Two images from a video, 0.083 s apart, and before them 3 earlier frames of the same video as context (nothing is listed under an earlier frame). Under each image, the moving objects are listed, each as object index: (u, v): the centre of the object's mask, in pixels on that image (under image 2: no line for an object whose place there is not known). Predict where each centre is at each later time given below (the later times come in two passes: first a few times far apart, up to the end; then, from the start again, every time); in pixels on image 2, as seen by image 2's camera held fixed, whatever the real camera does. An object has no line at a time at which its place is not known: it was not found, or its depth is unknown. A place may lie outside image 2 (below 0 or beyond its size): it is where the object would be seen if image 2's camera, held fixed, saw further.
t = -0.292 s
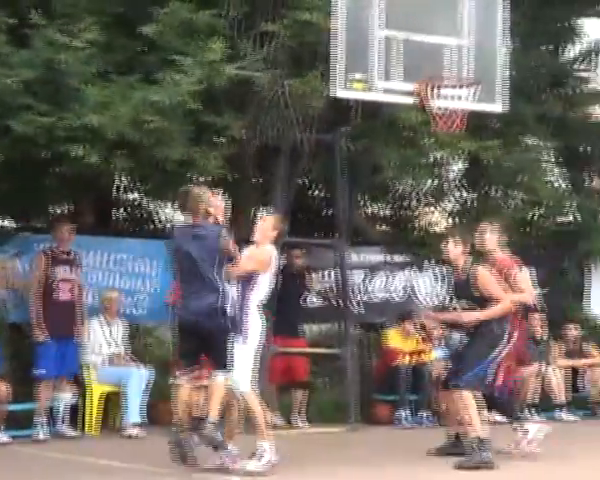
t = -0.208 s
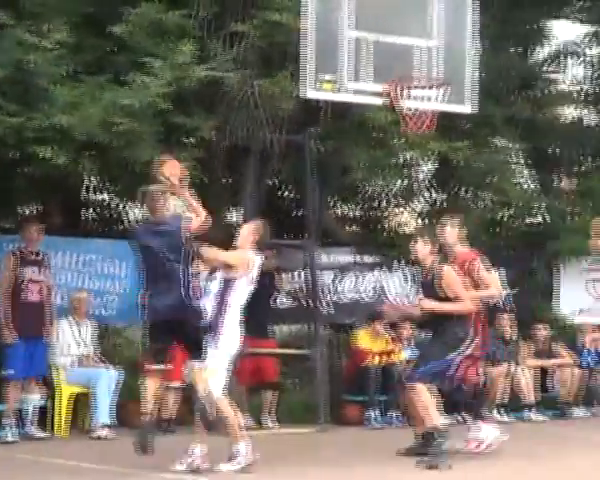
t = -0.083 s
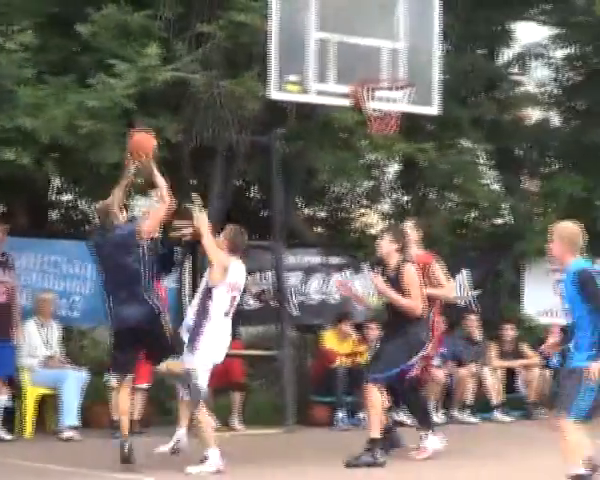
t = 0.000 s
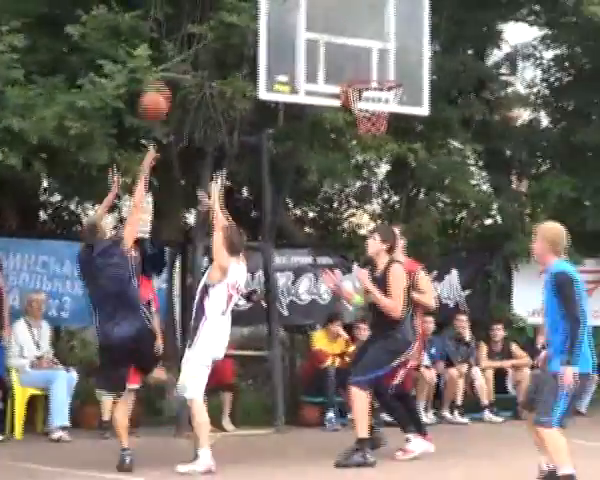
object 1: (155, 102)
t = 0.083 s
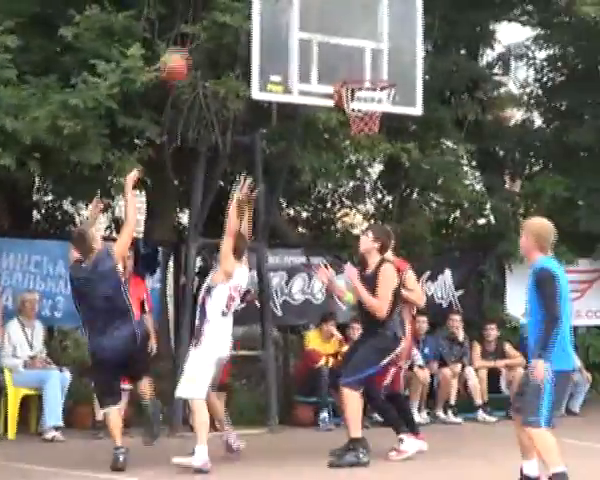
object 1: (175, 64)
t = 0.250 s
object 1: (226, 18)
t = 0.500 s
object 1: (297, 16)
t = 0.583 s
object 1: (320, 31)
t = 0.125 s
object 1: (189, 49)
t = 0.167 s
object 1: (201, 36)
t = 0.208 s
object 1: (213, 26)
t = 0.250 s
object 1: (226, 18)
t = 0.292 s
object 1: (237, 13)
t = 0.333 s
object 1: (250, 12)
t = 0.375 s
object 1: (264, 10)
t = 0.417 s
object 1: (274, 11)
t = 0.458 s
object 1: (285, 12)
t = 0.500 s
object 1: (297, 16)
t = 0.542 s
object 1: (307, 22)
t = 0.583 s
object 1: (320, 31)
